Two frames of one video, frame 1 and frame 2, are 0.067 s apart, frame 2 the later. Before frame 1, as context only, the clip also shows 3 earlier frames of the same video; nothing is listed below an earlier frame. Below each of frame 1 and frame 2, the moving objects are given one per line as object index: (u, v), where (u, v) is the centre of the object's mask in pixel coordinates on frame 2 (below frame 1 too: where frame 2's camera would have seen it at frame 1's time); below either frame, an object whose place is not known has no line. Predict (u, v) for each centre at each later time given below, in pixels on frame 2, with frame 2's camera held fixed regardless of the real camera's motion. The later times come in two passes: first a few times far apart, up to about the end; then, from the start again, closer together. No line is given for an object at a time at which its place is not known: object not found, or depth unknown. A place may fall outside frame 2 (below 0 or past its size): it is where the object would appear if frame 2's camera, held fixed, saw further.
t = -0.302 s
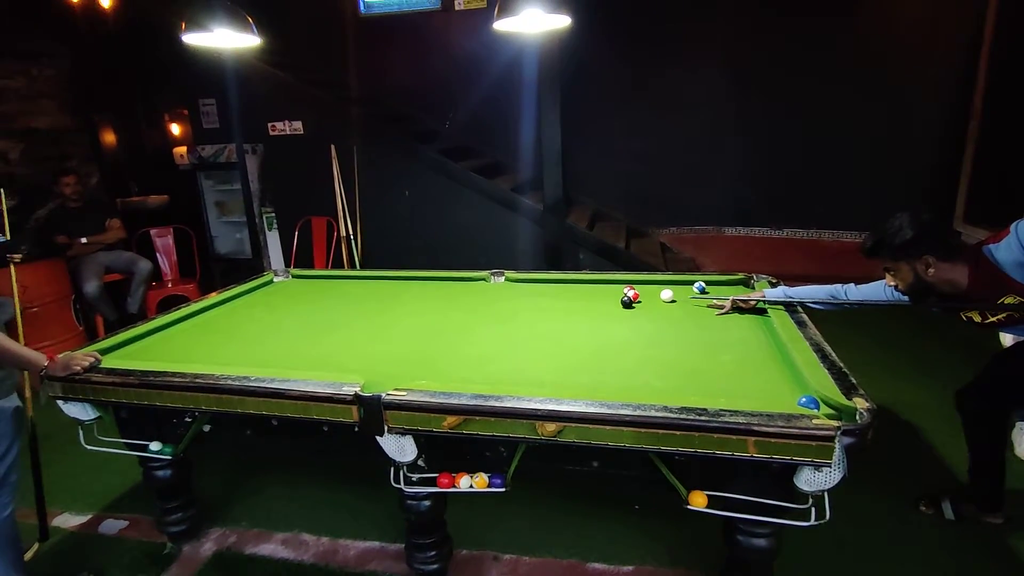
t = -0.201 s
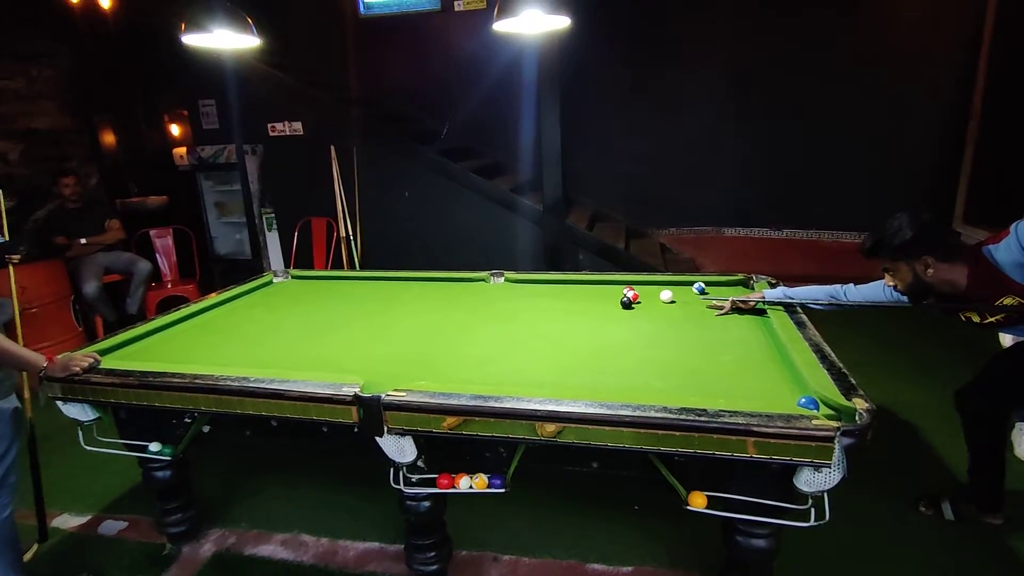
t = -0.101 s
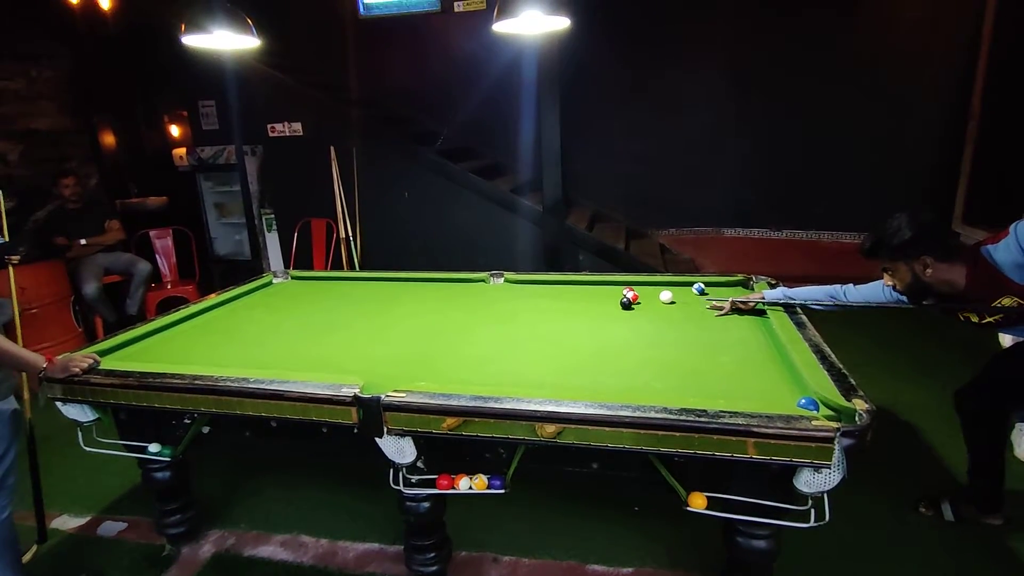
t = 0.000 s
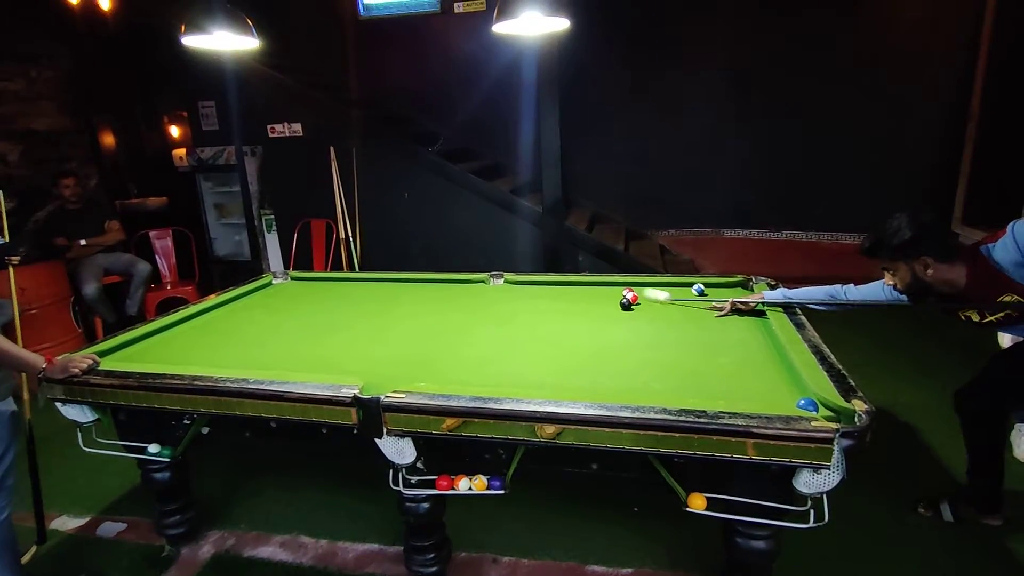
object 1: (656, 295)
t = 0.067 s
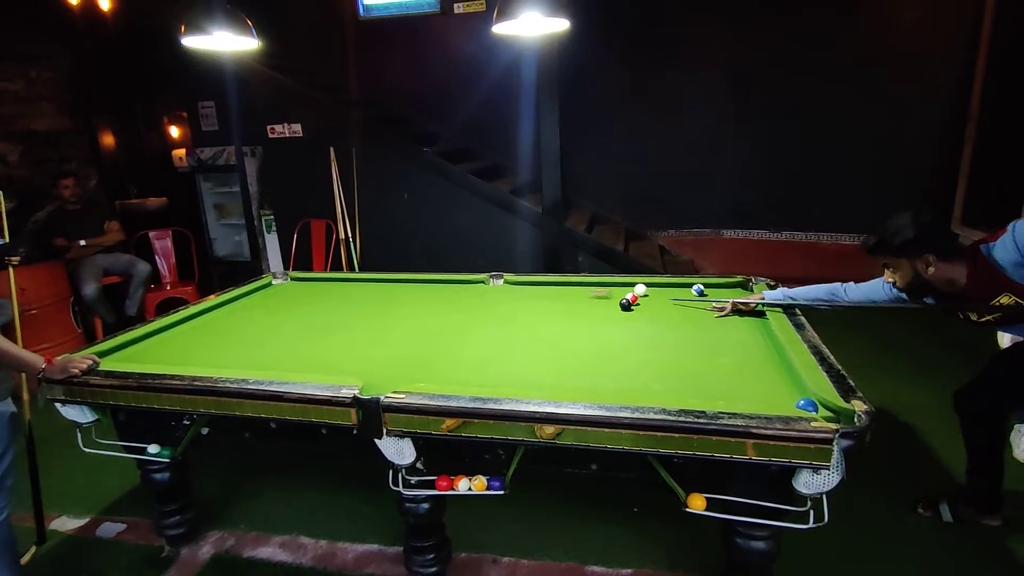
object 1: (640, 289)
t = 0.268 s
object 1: (645, 288)
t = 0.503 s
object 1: (655, 298)
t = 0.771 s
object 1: (667, 310)
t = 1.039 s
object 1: (680, 323)
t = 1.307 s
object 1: (693, 337)
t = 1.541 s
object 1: (706, 350)
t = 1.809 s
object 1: (720, 365)
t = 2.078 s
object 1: (736, 381)
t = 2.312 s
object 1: (750, 393)
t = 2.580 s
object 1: (760, 396)
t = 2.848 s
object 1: (763, 390)
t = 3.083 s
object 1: (765, 385)
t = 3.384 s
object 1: (767, 379)
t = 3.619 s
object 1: (767, 377)
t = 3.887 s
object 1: (768, 375)
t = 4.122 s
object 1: (768, 375)
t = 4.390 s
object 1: (767, 375)
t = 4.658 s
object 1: (767, 375)
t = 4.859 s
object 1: (768, 374)
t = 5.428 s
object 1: (767, 375)
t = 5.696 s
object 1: (767, 375)
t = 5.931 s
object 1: (767, 375)
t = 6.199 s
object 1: (767, 375)
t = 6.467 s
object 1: (768, 376)
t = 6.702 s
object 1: (768, 375)
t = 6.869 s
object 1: (768, 376)
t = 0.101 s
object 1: (640, 287)
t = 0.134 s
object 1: (640, 285)
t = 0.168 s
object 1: (641, 284)
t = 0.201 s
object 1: (643, 285)
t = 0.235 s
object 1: (644, 287)
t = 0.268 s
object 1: (645, 288)
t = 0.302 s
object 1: (646, 289)
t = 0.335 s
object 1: (648, 291)
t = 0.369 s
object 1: (649, 292)
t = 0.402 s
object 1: (651, 293)
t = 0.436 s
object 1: (652, 295)
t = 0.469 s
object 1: (653, 296)
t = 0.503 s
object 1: (655, 298)
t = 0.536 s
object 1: (656, 299)
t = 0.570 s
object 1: (658, 301)
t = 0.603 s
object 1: (659, 302)
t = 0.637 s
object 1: (661, 304)
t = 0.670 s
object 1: (662, 305)
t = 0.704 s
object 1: (664, 307)
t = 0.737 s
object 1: (665, 308)
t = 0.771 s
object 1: (667, 310)
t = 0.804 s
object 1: (668, 312)
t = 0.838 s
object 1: (670, 313)
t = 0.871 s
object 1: (671, 315)
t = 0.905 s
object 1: (673, 316)
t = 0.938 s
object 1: (674, 318)
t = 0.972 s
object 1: (676, 320)
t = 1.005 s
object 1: (678, 321)
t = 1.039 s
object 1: (680, 323)
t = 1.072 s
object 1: (681, 325)
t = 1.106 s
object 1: (683, 326)
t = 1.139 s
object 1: (685, 328)
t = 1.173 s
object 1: (686, 330)
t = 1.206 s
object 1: (688, 332)
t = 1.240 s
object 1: (690, 333)
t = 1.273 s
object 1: (691, 335)
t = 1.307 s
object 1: (693, 337)
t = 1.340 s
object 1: (695, 339)
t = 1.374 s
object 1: (697, 340)
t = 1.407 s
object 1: (698, 342)
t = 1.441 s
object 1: (700, 344)
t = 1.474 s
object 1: (702, 346)
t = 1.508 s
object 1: (704, 348)
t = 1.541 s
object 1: (706, 350)
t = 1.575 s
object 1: (707, 352)
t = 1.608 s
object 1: (709, 354)
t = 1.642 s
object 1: (711, 355)
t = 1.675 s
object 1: (713, 357)
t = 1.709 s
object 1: (715, 359)
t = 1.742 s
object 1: (717, 361)
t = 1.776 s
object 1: (719, 363)
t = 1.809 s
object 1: (720, 365)
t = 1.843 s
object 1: (722, 367)
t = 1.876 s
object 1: (724, 369)
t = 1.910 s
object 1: (726, 371)
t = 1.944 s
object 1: (728, 373)
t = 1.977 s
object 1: (730, 375)
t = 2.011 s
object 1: (732, 377)
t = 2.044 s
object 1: (734, 379)
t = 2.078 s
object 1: (736, 381)
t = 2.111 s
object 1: (738, 382)
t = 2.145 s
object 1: (740, 384)
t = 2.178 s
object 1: (742, 386)
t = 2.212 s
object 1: (744, 388)
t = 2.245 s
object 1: (746, 390)
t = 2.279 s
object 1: (748, 392)
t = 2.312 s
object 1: (750, 393)
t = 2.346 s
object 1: (752, 394)
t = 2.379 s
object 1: (754, 396)
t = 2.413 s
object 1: (755, 397)
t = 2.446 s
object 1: (758, 398)
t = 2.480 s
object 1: (759, 398)
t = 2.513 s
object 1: (759, 397)
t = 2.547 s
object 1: (759, 397)
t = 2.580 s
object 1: (760, 396)
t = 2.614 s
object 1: (760, 395)
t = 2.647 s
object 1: (761, 395)
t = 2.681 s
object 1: (761, 394)
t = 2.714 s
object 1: (761, 393)
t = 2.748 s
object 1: (761, 393)
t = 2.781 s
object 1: (762, 392)
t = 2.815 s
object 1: (762, 391)
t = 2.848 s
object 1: (763, 390)
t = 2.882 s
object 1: (763, 389)
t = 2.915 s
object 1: (763, 388)
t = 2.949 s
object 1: (764, 387)
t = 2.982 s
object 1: (764, 387)
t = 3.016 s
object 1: (764, 386)
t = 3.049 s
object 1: (764, 385)
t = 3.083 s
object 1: (765, 385)
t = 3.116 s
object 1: (765, 384)
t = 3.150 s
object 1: (765, 383)
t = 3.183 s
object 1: (765, 383)
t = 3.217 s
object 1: (766, 382)
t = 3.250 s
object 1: (766, 382)
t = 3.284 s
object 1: (766, 381)
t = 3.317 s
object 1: (766, 380)
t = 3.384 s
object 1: (767, 379)
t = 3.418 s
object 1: (767, 379)
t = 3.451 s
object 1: (767, 379)
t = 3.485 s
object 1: (767, 378)
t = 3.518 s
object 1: (767, 378)
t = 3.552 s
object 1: (767, 377)
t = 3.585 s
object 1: (767, 377)
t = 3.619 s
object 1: (767, 377)
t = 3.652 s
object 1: (768, 376)
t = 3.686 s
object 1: (768, 376)
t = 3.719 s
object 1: (768, 376)
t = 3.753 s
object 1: (768, 376)
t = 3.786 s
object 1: (768, 375)
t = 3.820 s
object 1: (768, 375)
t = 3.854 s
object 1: (768, 375)
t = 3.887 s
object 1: (768, 375)
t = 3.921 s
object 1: (768, 375)
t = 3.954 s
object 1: (768, 375)
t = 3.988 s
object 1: (768, 374)
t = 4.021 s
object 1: (768, 375)
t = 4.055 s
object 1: (768, 375)
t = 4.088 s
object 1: (768, 375)
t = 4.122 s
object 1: (768, 375)
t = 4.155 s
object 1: (767, 375)
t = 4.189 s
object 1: (767, 375)
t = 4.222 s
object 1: (767, 375)
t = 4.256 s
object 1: (767, 375)
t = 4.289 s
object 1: (767, 375)
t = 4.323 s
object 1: (768, 375)
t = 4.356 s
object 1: (767, 375)
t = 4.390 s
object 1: (767, 375)
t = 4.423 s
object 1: (767, 375)
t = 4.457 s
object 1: (767, 375)
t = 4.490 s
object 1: (767, 375)
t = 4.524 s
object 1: (767, 375)
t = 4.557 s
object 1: (767, 375)
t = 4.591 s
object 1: (767, 375)
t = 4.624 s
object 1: (767, 375)
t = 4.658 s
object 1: (767, 375)
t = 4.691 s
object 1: (767, 375)
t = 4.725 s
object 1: (767, 375)
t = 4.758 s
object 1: (767, 375)
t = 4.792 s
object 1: (767, 375)
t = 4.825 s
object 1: (767, 375)
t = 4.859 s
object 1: (768, 374)
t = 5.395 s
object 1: (766, 375)
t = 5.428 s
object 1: (767, 375)
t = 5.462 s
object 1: (767, 375)
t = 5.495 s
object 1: (767, 375)
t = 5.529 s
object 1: (767, 375)
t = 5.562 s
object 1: (767, 375)
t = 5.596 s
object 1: (767, 375)
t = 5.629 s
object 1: (767, 375)
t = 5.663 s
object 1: (767, 375)
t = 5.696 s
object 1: (767, 375)
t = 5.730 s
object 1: (767, 375)
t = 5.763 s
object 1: (767, 375)
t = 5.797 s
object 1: (767, 375)
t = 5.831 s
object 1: (767, 375)
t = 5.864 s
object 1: (767, 375)
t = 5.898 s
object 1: (767, 375)
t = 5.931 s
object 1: (767, 375)
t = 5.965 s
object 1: (767, 375)
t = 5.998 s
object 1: (767, 375)
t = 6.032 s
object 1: (767, 375)
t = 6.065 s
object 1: (767, 375)
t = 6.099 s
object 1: (767, 375)
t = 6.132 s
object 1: (767, 375)
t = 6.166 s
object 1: (767, 375)
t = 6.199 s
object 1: (767, 375)
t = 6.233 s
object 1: (768, 375)
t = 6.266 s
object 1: (768, 375)
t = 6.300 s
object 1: (768, 375)
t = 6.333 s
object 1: (768, 375)
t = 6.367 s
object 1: (768, 375)
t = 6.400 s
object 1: (768, 375)
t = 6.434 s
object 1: (768, 375)
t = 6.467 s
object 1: (768, 376)
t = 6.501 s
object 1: (768, 375)
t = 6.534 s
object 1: (768, 376)
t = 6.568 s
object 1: (768, 376)
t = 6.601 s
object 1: (768, 376)
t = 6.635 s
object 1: (768, 376)
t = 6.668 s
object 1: (768, 376)
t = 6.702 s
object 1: (768, 375)
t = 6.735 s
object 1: (768, 376)
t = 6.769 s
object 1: (768, 376)
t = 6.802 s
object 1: (768, 376)
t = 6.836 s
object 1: (768, 376)
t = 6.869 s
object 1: (768, 376)
